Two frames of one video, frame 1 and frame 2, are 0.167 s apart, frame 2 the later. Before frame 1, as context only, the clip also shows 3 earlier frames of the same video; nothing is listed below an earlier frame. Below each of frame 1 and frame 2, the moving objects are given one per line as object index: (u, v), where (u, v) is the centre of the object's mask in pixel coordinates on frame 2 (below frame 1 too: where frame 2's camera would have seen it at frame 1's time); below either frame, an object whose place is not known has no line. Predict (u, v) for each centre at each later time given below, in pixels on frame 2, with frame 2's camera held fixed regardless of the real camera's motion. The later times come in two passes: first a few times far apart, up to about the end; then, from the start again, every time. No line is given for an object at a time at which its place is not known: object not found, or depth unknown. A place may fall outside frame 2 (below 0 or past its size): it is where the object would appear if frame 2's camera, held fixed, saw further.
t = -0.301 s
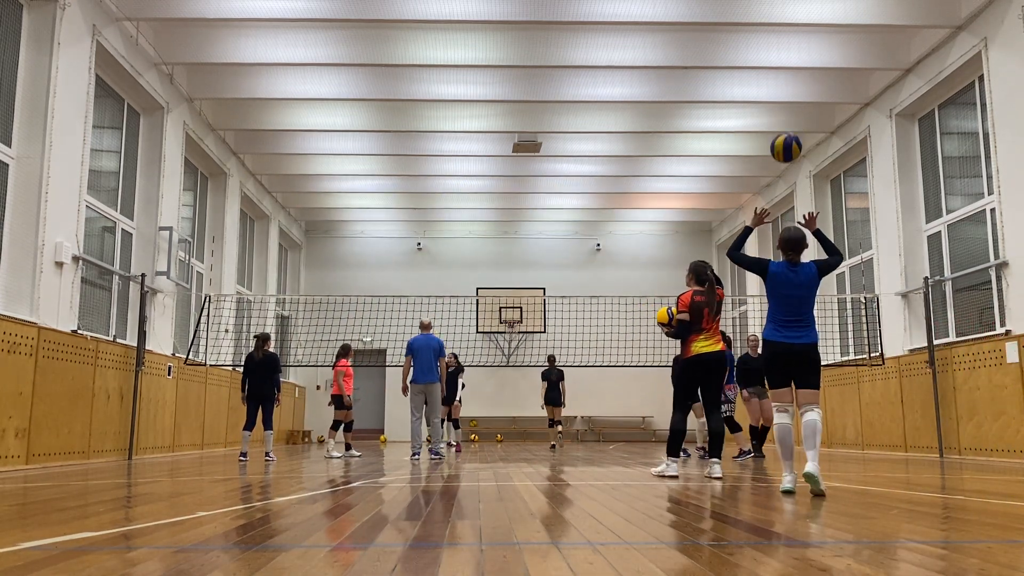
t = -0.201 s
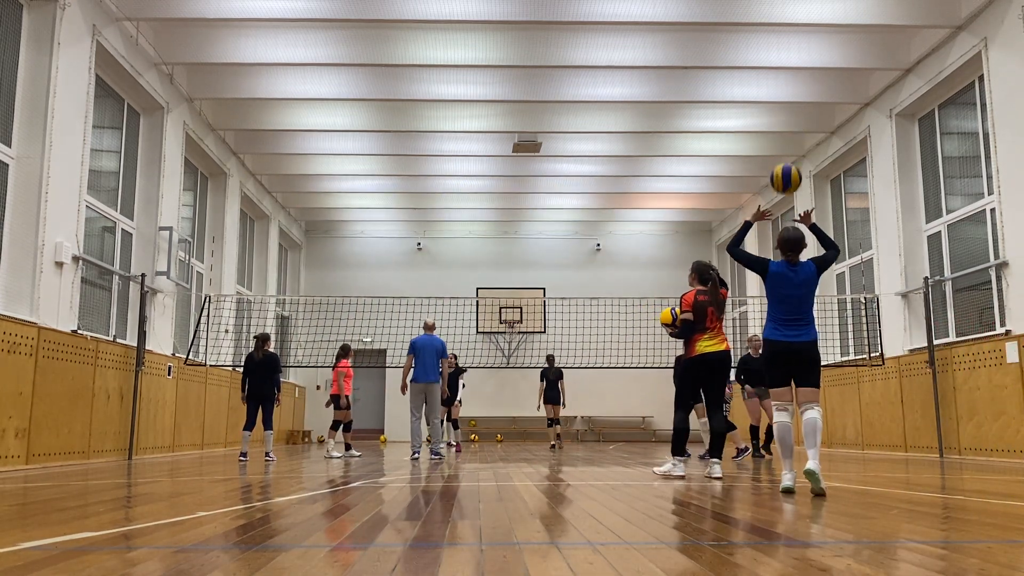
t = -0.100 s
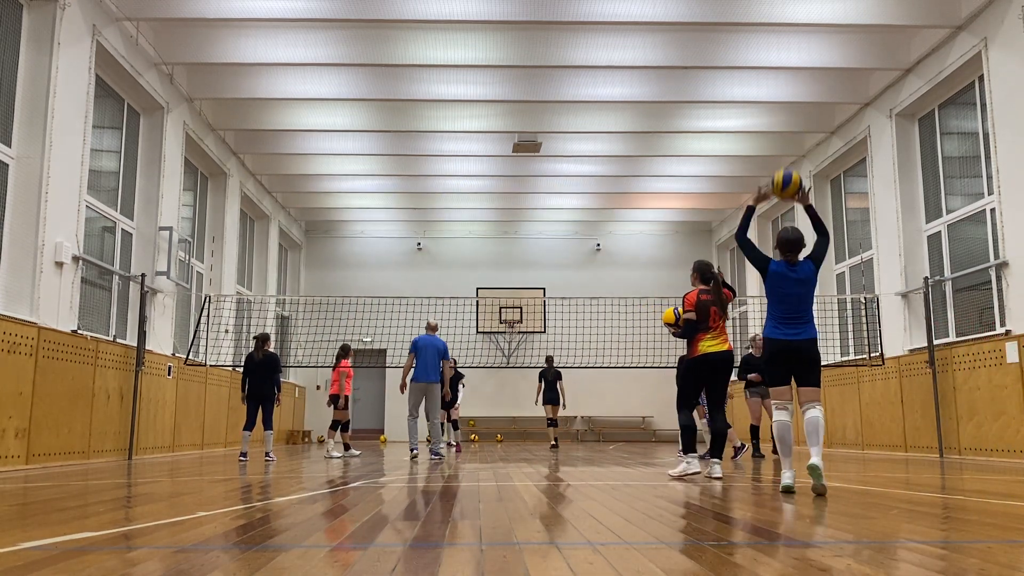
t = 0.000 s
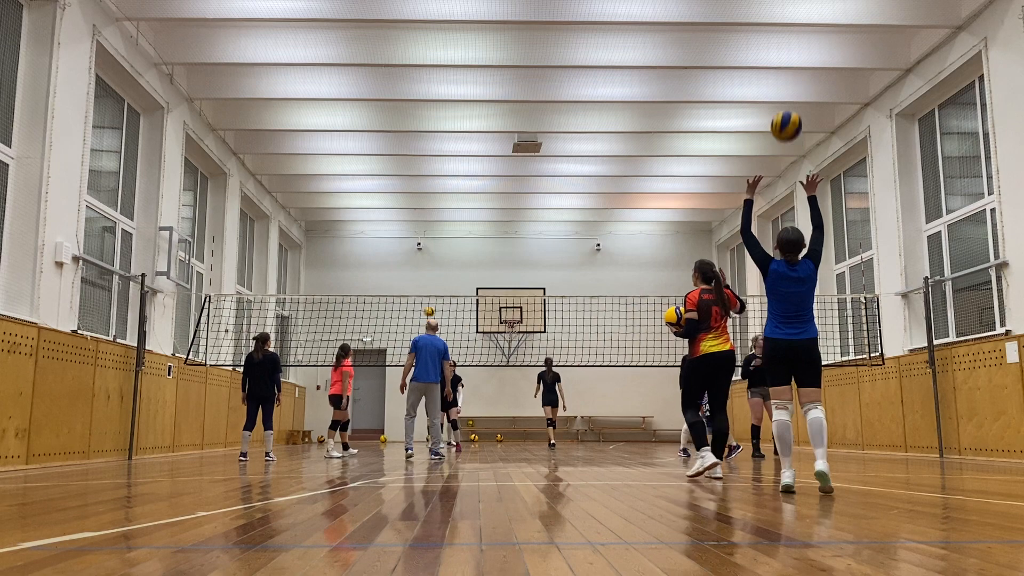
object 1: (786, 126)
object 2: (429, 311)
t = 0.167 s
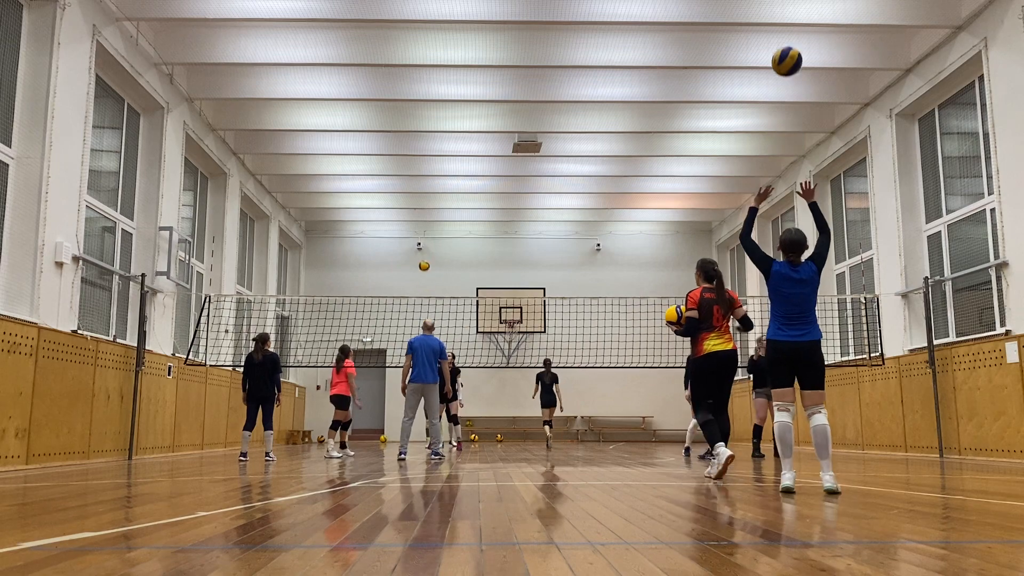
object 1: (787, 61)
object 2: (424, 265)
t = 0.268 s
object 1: (788, 41)
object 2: (421, 244)
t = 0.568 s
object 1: (796, 58)
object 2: (410, 210)
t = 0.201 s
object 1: (787, 53)
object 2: (423, 258)
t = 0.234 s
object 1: (788, 46)
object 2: (422, 251)
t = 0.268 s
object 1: (788, 41)
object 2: (421, 244)
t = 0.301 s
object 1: (789, 37)
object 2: (421, 239)
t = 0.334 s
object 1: (789, 35)
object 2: (420, 233)
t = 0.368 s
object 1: (790, 34)
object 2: (418, 228)
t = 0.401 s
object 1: (791, 34)
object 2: (417, 224)
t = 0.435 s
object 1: (791, 36)
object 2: (416, 219)
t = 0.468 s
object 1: (793, 40)
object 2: (415, 217)
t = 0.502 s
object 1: (793, 44)
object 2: (413, 214)
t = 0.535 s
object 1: (795, 50)
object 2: (412, 212)
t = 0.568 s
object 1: (796, 58)
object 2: (410, 210)
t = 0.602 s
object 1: (797, 67)
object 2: (409, 209)
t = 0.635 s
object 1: (798, 77)
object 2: (408, 209)
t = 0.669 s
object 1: (799, 89)
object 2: (407, 209)
